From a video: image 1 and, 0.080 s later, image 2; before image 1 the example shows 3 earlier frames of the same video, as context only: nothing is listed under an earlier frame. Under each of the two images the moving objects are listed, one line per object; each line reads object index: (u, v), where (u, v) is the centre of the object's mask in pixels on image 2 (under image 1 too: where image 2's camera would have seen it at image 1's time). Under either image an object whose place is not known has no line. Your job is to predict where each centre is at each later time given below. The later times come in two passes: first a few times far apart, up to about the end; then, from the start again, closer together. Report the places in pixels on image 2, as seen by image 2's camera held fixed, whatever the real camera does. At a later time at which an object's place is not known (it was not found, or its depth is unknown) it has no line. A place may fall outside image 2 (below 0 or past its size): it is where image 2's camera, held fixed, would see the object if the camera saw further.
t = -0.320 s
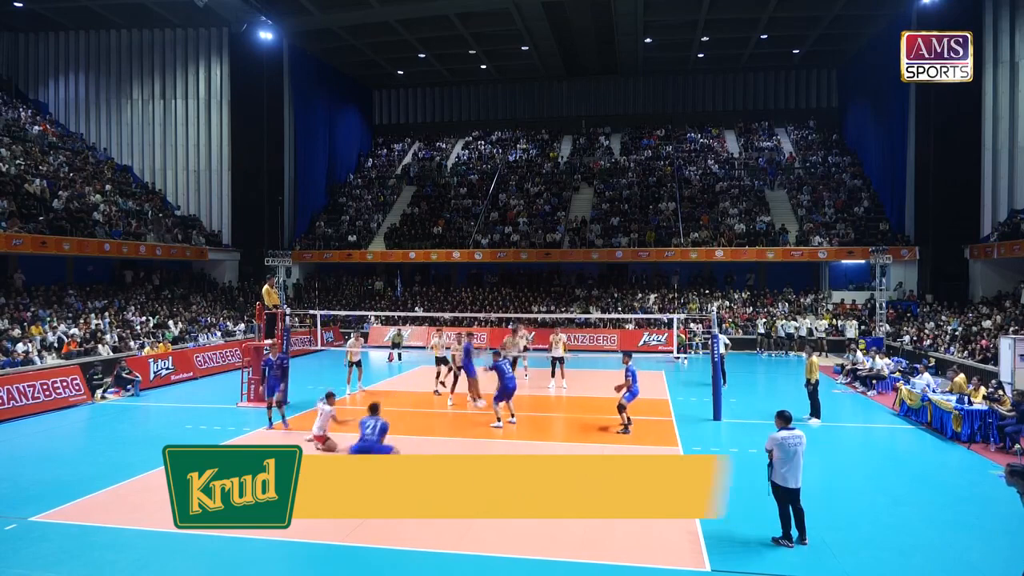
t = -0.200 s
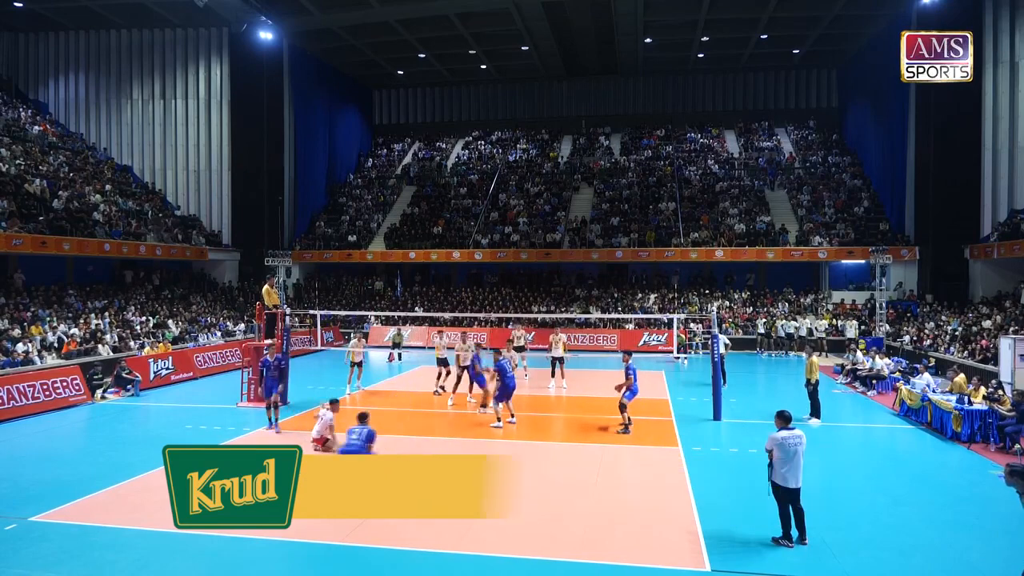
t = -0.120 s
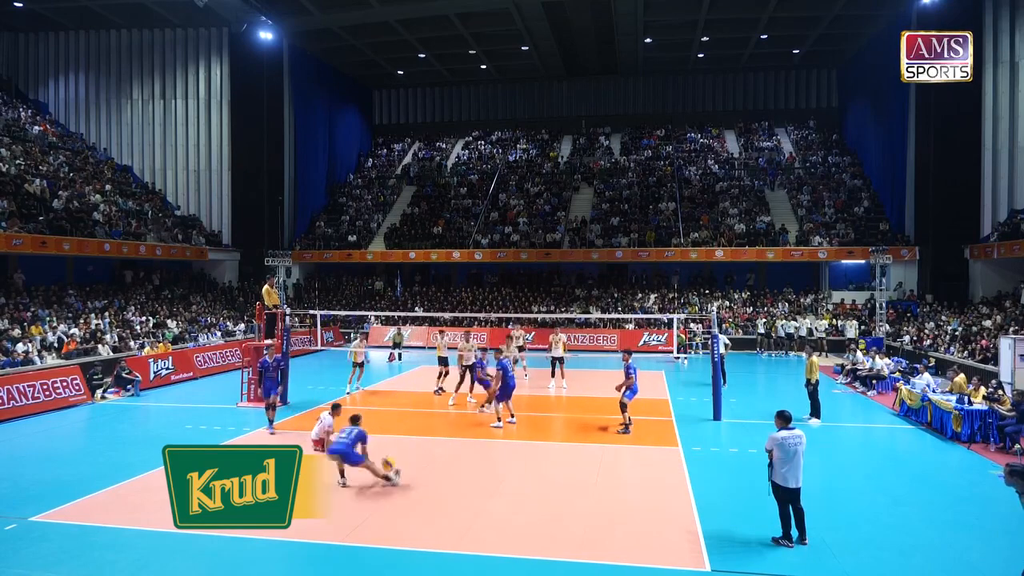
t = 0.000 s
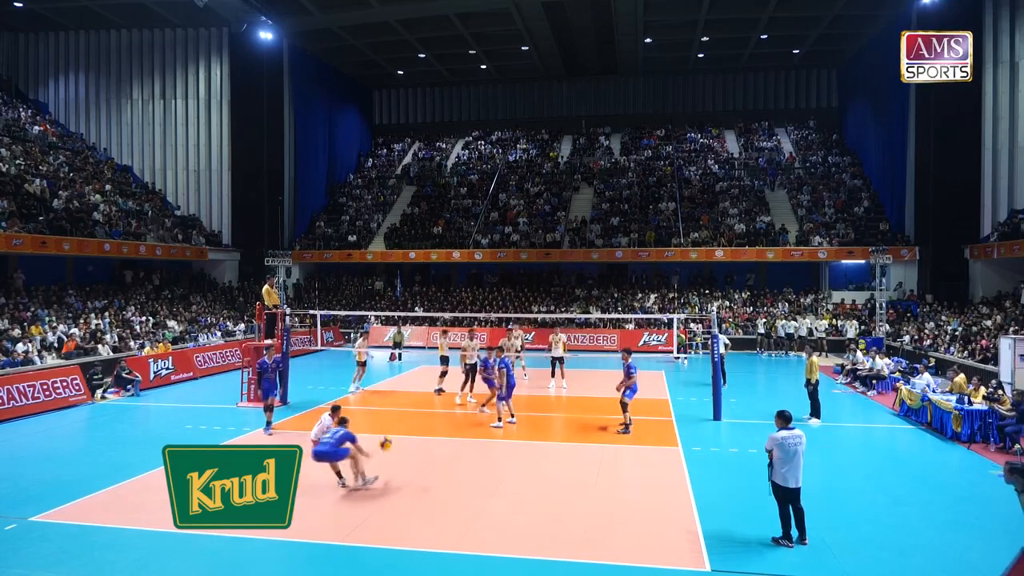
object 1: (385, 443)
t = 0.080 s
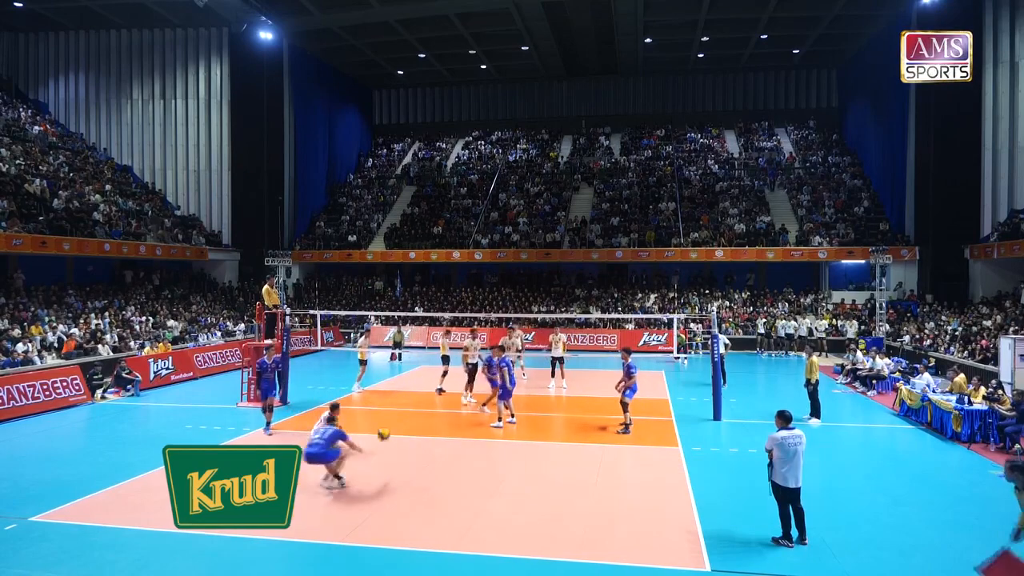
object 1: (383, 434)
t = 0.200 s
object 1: (380, 427)
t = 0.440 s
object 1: (375, 441)
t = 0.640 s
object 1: (370, 483)
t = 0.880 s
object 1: (364, 468)
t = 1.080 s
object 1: (360, 462)
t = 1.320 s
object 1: (354, 491)
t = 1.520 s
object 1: (349, 505)
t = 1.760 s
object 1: (341, 494)
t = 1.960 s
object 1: (335, 518)
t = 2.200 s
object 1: (328, 524)
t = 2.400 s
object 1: (322, 527)
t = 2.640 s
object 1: (314, 552)
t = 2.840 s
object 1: (307, 551)
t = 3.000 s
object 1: (301, 570)
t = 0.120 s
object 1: (383, 431)
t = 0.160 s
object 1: (381, 429)
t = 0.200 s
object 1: (380, 427)
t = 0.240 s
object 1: (379, 428)
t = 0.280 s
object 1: (378, 428)
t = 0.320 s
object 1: (377, 430)
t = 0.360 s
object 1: (377, 434)
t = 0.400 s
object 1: (376, 437)
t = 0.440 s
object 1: (375, 441)
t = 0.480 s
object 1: (374, 448)
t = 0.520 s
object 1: (373, 455)
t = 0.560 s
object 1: (372, 462)
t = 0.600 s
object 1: (371, 472)
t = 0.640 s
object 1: (370, 483)
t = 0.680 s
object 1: (369, 494)
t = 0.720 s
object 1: (368, 493)
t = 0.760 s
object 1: (367, 486)
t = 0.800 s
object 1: (366, 479)
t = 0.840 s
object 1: (365, 474)
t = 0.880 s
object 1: (364, 468)
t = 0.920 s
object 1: (363, 466)
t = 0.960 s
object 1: (362, 462)
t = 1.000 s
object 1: (362, 461)
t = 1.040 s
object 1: (360, 461)
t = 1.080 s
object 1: (360, 462)
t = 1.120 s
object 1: (359, 464)
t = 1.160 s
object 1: (357, 467)
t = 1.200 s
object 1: (356, 471)
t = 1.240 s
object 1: (355, 476)
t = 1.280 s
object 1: (355, 482)
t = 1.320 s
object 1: (354, 491)
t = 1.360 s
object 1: (353, 499)
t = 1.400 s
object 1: (352, 510)
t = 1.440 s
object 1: (351, 518)
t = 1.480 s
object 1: (350, 512)
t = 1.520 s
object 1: (349, 505)
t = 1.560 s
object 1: (347, 500)
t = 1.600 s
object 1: (346, 497)
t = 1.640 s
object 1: (345, 495)
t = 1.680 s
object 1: (344, 493)
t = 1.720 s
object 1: (343, 493)
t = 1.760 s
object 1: (341, 494)
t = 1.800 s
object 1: (340, 496)
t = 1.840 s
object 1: (339, 500)
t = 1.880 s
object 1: (338, 505)
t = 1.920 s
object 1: (337, 511)
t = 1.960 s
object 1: (335, 518)
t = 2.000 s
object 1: (335, 527)
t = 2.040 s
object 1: (333, 535)
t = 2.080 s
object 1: (332, 535)
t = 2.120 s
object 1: (330, 529)
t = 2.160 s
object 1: (329, 526)
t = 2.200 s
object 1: (328, 524)
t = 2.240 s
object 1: (327, 521)
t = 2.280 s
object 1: (325, 521)
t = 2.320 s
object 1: (324, 522)
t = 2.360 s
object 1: (323, 525)
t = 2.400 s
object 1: (322, 527)
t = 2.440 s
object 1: (321, 532)
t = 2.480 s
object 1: (319, 539)
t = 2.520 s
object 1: (318, 546)
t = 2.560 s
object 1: (317, 556)
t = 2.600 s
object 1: (316, 557)
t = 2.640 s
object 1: (314, 552)
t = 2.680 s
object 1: (312, 549)
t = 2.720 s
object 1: (311, 548)
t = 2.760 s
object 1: (309, 548)
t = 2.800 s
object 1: (308, 548)
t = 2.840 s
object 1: (307, 551)
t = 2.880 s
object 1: (305, 555)
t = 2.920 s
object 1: (304, 560)
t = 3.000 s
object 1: (301, 570)
